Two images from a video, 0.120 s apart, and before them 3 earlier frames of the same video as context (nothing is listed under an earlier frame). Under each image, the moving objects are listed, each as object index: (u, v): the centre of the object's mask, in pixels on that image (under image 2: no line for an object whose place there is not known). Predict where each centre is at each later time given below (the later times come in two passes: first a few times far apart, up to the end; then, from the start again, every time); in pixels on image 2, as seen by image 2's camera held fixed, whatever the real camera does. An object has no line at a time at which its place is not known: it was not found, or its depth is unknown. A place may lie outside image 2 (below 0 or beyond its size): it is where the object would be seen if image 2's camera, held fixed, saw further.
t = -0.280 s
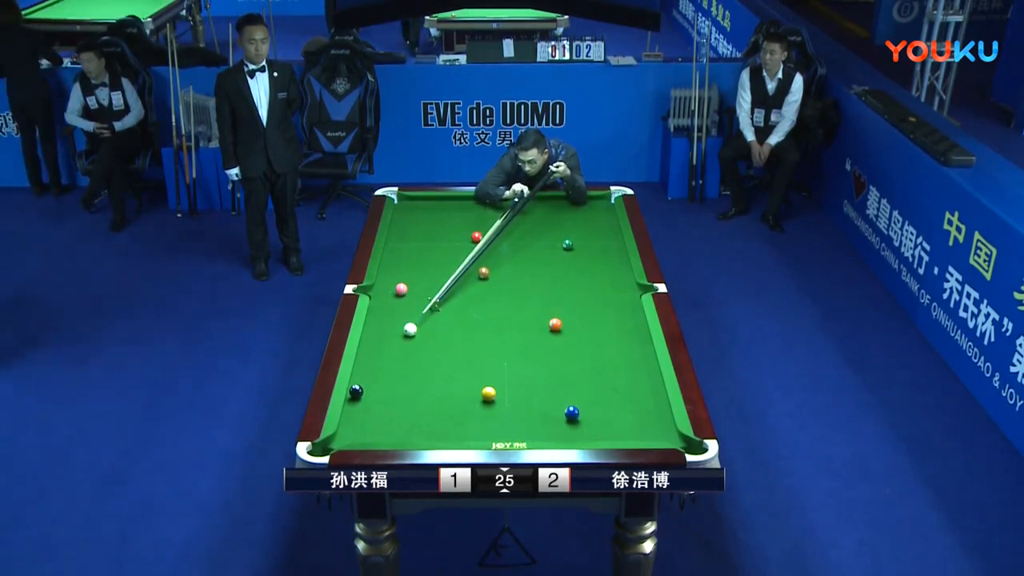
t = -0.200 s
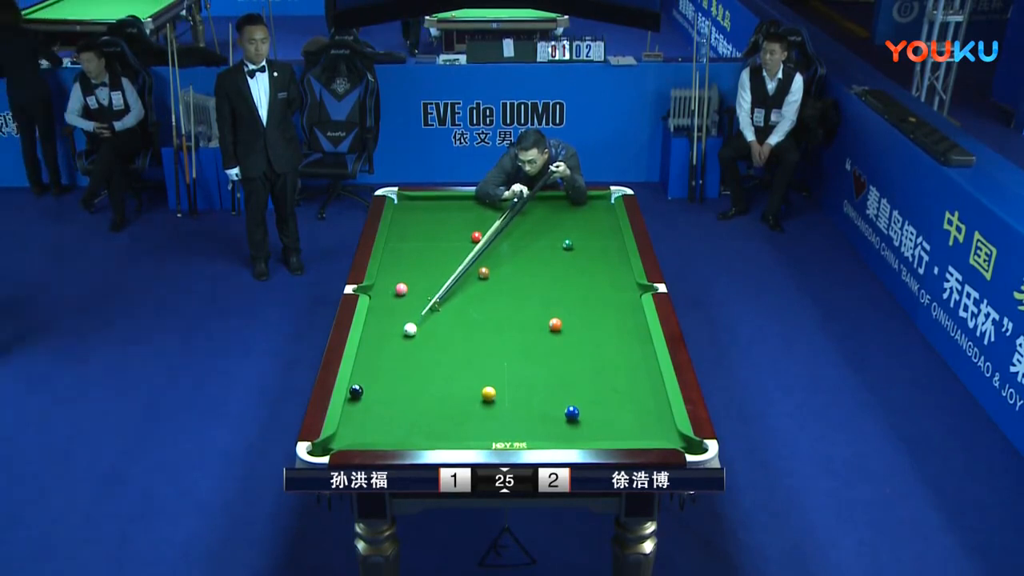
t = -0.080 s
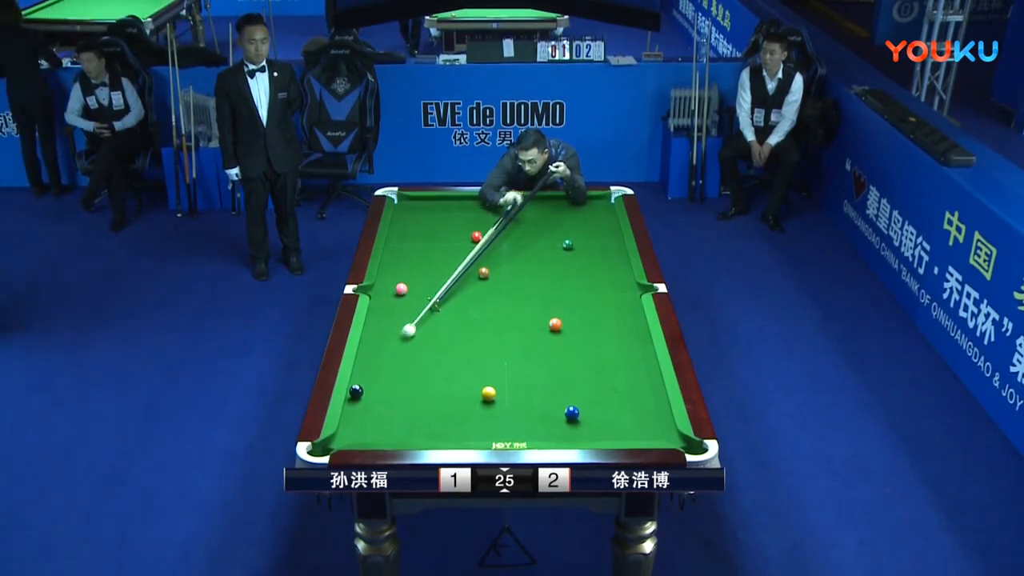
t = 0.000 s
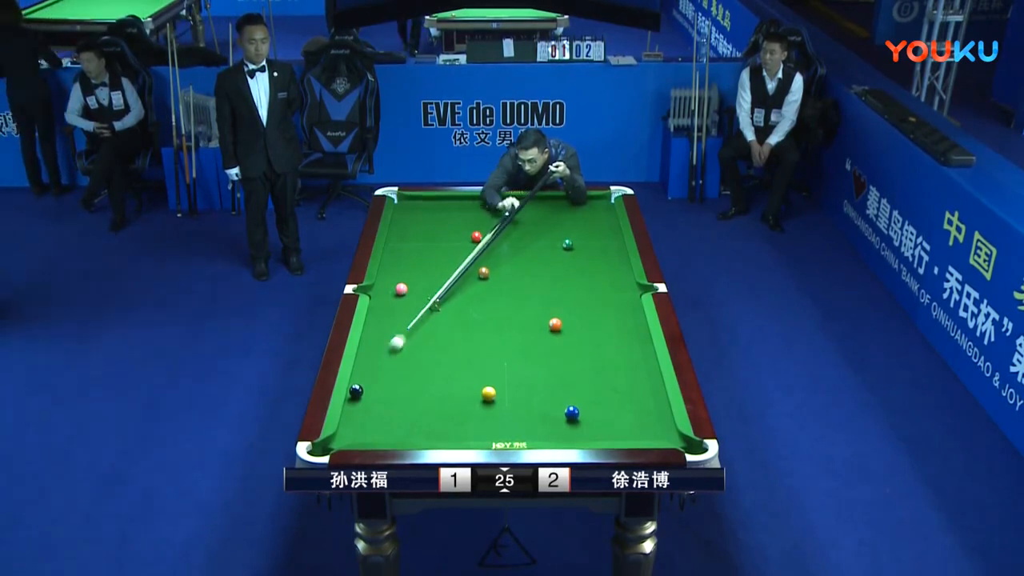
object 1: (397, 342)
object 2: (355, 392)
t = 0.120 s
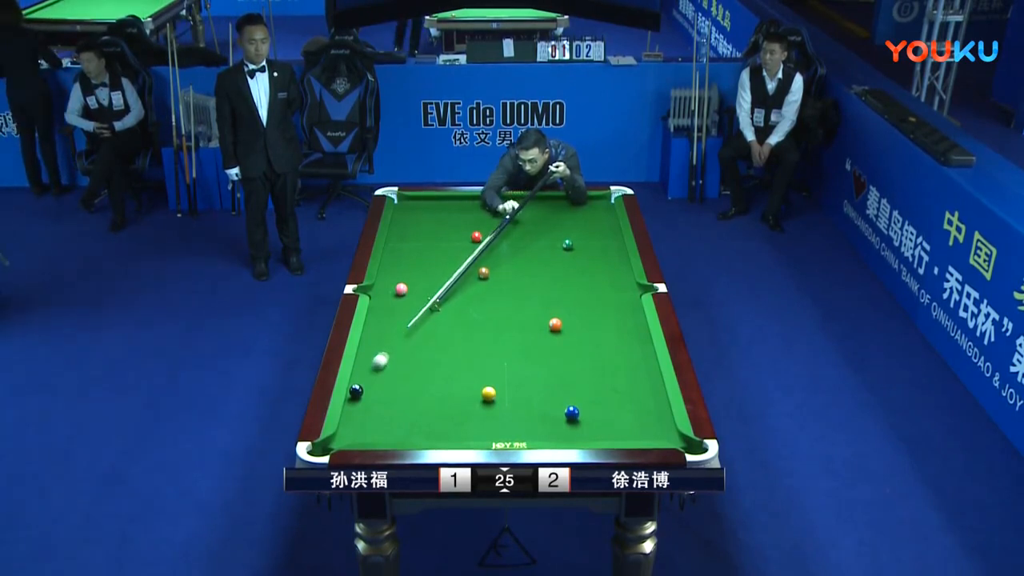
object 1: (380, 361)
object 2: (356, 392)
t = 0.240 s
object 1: (364, 378)
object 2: (355, 392)
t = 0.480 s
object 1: (365, 386)
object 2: (347, 420)
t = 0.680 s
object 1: (373, 392)
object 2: (343, 440)
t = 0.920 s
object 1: (382, 397)
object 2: (338, 443)
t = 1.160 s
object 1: (391, 402)
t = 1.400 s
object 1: (399, 407)
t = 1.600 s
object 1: (405, 411)
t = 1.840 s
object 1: (412, 415)
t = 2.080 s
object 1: (417, 419)
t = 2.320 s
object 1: (423, 422)
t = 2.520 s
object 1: (426, 424)
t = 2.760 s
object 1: (430, 425)
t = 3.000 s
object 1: (432, 427)
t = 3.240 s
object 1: (434, 428)
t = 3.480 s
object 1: (435, 429)
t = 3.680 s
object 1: (435, 429)
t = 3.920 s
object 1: (435, 429)
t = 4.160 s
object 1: (435, 429)
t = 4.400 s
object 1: (435, 429)
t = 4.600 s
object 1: (435, 429)
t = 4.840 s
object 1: (435, 429)
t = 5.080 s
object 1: (435, 429)
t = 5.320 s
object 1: (435, 429)
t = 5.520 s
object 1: (435, 429)
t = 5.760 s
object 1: (435, 429)
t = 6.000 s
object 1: (435, 429)
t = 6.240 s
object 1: (435, 429)
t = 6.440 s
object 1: (435, 429)
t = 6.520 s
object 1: (435, 429)
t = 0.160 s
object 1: (374, 367)
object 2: (355, 392)
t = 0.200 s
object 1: (369, 373)
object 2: (356, 392)
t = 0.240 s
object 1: (364, 378)
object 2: (355, 392)
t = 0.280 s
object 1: (358, 381)
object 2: (355, 393)
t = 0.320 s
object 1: (357, 383)
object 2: (353, 399)
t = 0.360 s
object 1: (359, 384)
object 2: (351, 405)
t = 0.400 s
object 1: (361, 384)
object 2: (349, 411)
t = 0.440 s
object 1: (363, 385)
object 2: (348, 416)
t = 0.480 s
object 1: (365, 386)
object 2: (347, 420)
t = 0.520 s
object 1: (366, 388)
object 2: (346, 425)
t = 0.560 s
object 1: (368, 388)
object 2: (346, 429)
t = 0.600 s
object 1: (369, 390)
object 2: (345, 434)
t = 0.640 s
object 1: (371, 391)
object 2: (344, 437)
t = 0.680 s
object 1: (373, 392)
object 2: (343, 440)
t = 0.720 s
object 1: (374, 392)
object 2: (341, 440)
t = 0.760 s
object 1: (376, 393)
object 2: (338, 440)
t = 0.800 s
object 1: (378, 394)
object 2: (338, 440)
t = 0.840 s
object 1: (379, 395)
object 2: (338, 441)
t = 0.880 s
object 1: (381, 396)
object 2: (338, 442)
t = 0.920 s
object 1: (382, 397)
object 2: (338, 443)
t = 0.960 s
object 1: (384, 398)
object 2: (336, 443)
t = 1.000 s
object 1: (385, 399)
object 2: (333, 444)
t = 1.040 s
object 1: (386, 400)
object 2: (330, 448)
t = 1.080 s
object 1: (388, 400)
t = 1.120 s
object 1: (389, 402)
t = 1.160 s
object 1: (391, 402)
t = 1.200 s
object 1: (392, 403)
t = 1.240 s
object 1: (394, 404)
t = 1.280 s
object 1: (395, 405)
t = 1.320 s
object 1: (396, 406)
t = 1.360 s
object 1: (398, 407)
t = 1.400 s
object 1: (399, 407)
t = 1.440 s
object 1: (400, 408)
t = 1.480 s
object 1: (401, 409)
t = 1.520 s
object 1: (403, 409)
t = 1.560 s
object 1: (404, 410)
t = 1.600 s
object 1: (405, 411)
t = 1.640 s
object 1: (406, 411)
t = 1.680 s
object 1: (407, 412)
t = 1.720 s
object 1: (409, 413)
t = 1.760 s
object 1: (410, 414)
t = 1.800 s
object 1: (411, 414)
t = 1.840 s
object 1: (412, 415)
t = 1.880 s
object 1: (413, 415)
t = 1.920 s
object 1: (414, 416)
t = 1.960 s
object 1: (415, 417)
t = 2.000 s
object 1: (415, 417)
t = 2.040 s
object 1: (416, 418)
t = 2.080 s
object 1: (417, 419)
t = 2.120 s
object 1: (418, 419)
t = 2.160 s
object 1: (419, 419)
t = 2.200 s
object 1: (420, 420)
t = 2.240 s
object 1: (421, 421)
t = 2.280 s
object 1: (422, 421)
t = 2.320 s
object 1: (423, 422)
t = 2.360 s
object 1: (423, 422)
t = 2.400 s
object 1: (424, 422)
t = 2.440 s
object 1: (425, 423)
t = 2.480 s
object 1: (426, 423)
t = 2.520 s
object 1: (426, 424)
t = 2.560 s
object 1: (427, 424)
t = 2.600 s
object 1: (427, 424)
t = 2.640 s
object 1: (428, 425)
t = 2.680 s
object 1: (429, 425)
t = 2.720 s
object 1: (429, 425)
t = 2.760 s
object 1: (430, 425)
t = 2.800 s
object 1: (430, 426)
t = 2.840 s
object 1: (431, 426)
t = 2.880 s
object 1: (431, 426)
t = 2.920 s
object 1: (432, 427)
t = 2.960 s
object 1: (432, 427)
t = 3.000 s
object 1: (432, 427)
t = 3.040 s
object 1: (433, 427)
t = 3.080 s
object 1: (433, 428)
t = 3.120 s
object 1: (433, 428)
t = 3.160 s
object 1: (434, 428)
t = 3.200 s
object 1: (434, 428)
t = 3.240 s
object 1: (434, 428)
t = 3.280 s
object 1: (434, 428)
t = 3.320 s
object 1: (435, 428)
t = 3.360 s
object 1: (435, 428)
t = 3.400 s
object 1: (435, 429)
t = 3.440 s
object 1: (435, 429)
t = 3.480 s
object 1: (435, 429)
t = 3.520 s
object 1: (435, 429)
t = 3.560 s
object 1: (435, 429)
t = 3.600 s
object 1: (435, 429)
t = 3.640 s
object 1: (435, 429)
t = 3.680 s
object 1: (435, 429)
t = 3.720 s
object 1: (435, 429)
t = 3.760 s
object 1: (435, 429)
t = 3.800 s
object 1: (435, 429)
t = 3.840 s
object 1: (435, 429)
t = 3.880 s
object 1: (435, 429)
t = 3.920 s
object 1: (435, 429)
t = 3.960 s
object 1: (435, 429)
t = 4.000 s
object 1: (435, 429)
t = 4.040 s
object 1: (435, 429)
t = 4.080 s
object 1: (435, 429)
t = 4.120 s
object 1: (435, 429)
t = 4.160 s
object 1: (435, 429)
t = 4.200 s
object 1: (435, 429)
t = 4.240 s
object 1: (435, 429)
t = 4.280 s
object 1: (435, 429)
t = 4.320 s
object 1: (435, 429)
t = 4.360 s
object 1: (435, 429)
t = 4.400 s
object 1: (435, 429)
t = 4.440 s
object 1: (435, 429)
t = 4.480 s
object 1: (435, 429)
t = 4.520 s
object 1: (435, 429)
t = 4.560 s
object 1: (435, 429)
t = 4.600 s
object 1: (435, 429)
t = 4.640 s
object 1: (435, 429)
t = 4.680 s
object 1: (435, 429)
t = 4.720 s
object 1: (435, 429)
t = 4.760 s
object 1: (435, 429)
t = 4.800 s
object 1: (435, 429)
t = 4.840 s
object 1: (435, 429)
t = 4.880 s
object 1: (435, 429)
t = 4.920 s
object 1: (435, 429)
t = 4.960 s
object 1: (435, 429)
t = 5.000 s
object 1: (435, 429)
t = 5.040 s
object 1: (435, 429)
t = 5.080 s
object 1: (435, 429)
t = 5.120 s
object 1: (435, 429)
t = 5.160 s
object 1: (435, 429)
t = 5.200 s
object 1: (435, 429)
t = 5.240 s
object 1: (435, 429)
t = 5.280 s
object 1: (435, 429)
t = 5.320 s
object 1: (435, 429)
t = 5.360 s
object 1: (435, 429)
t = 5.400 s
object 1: (435, 429)
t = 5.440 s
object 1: (435, 429)
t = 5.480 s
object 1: (435, 429)
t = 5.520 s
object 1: (435, 429)
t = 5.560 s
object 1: (435, 429)
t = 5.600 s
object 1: (435, 429)
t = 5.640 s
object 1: (435, 429)
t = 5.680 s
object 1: (435, 429)
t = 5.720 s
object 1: (435, 429)
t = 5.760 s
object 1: (435, 429)
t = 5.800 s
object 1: (435, 429)
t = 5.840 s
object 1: (435, 429)
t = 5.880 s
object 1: (435, 429)
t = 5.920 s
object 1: (435, 429)
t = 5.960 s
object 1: (435, 429)
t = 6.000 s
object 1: (435, 429)
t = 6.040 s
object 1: (435, 429)
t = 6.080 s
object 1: (435, 429)
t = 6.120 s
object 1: (435, 429)
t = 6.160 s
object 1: (435, 429)
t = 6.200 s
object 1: (435, 429)
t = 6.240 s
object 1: (435, 429)
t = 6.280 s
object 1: (435, 429)
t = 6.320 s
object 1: (435, 429)
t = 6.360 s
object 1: (435, 429)
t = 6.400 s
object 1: (435, 429)
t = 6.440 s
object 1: (435, 429)
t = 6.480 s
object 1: (435, 429)
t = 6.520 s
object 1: (435, 429)
